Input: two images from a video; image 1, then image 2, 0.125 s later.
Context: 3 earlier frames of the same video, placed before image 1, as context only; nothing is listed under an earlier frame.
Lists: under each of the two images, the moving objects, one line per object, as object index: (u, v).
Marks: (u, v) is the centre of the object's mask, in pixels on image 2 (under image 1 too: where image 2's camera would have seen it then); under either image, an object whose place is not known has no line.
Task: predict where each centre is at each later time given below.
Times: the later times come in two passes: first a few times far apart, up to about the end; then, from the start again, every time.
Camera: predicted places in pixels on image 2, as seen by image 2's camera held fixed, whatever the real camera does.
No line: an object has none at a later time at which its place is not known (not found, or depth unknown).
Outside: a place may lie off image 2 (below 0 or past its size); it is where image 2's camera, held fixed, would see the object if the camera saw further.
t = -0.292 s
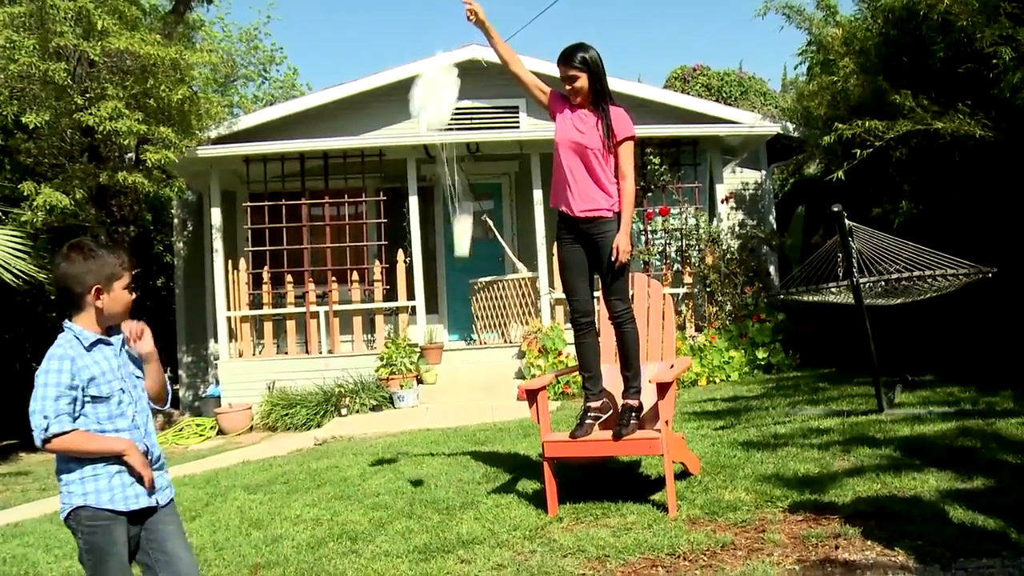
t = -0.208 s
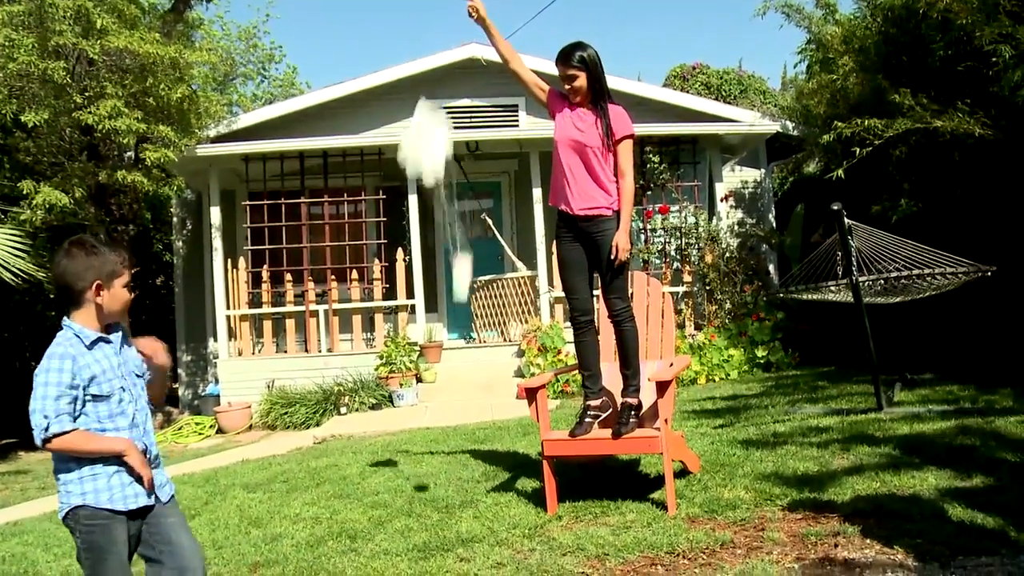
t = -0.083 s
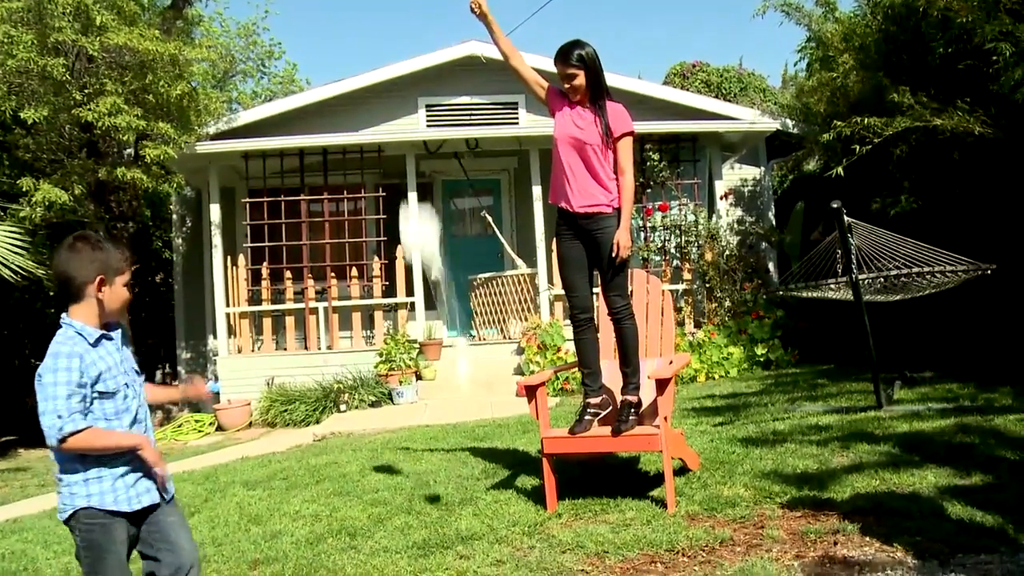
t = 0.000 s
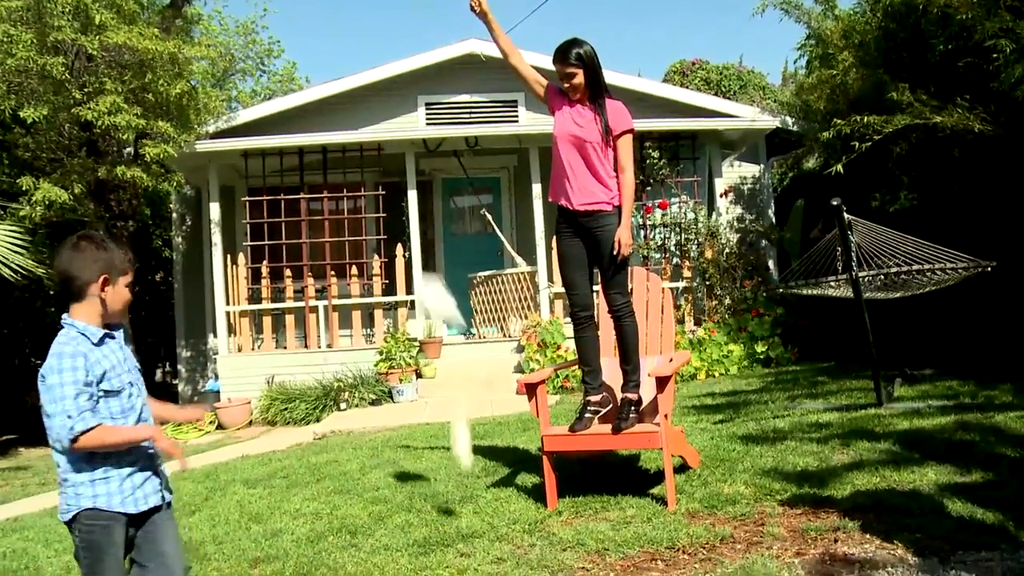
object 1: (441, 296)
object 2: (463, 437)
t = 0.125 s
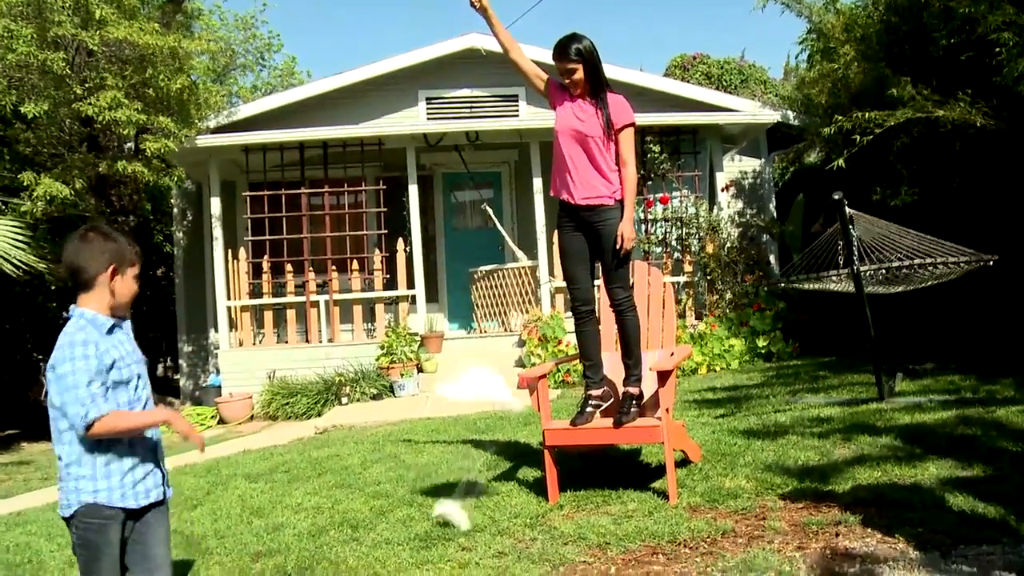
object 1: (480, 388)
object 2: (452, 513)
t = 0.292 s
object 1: (549, 446)
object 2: (427, 503)
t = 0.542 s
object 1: (555, 537)
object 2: (412, 536)
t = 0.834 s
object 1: (554, 540)
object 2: (413, 544)
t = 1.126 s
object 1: (555, 540)
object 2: (413, 544)
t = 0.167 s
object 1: (498, 407)
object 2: (442, 510)
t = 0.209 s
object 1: (518, 424)
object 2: (436, 507)
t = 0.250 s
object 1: (536, 436)
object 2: (431, 504)
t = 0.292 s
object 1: (549, 446)
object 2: (427, 503)
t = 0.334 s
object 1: (557, 461)
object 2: (421, 515)
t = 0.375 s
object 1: (560, 478)
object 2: (419, 524)
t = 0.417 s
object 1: (557, 497)
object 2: (417, 534)
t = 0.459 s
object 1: (554, 513)
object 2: (416, 536)
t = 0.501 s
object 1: (554, 527)
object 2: (414, 534)
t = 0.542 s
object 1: (555, 537)
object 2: (412, 536)
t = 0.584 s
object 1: (554, 540)
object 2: (413, 541)
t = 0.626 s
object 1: (553, 540)
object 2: (414, 544)
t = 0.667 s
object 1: (554, 540)
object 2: (413, 544)
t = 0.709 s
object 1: (554, 540)
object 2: (413, 545)
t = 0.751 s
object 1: (554, 540)
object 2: (413, 545)
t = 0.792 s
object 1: (554, 540)
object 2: (413, 544)
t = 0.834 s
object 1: (554, 540)
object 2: (413, 544)
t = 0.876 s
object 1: (554, 540)
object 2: (413, 544)
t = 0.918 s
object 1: (554, 540)
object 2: (413, 544)
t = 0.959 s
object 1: (554, 540)
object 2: (413, 544)
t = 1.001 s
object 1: (554, 540)
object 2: (413, 544)
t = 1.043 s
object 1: (554, 540)
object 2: (413, 544)
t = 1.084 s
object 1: (555, 540)
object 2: (413, 544)
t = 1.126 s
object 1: (555, 540)
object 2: (413, 544)
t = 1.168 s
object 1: (555, 540)
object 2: (413, 544)
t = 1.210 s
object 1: (554, 541)
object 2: (413, 544)
